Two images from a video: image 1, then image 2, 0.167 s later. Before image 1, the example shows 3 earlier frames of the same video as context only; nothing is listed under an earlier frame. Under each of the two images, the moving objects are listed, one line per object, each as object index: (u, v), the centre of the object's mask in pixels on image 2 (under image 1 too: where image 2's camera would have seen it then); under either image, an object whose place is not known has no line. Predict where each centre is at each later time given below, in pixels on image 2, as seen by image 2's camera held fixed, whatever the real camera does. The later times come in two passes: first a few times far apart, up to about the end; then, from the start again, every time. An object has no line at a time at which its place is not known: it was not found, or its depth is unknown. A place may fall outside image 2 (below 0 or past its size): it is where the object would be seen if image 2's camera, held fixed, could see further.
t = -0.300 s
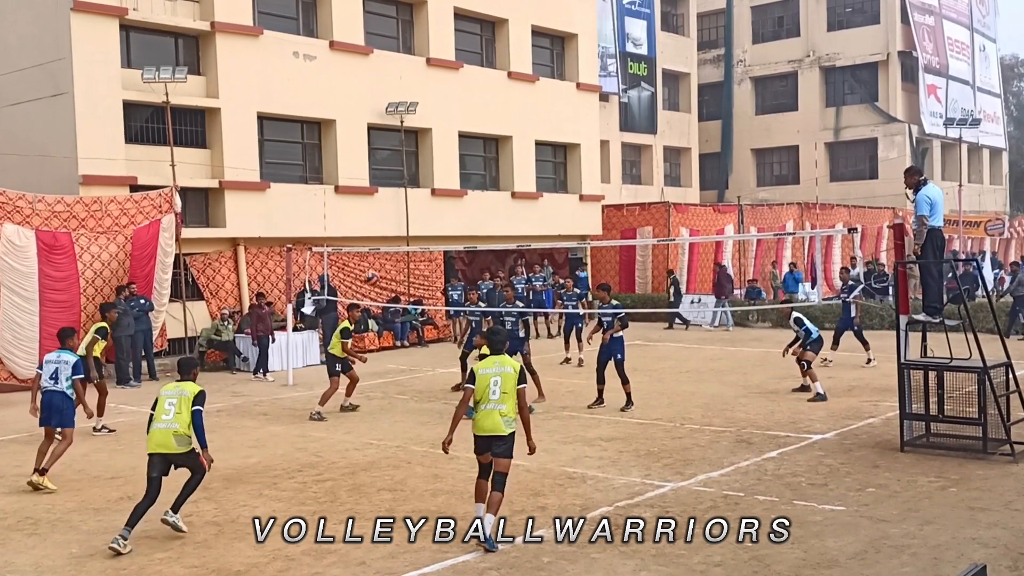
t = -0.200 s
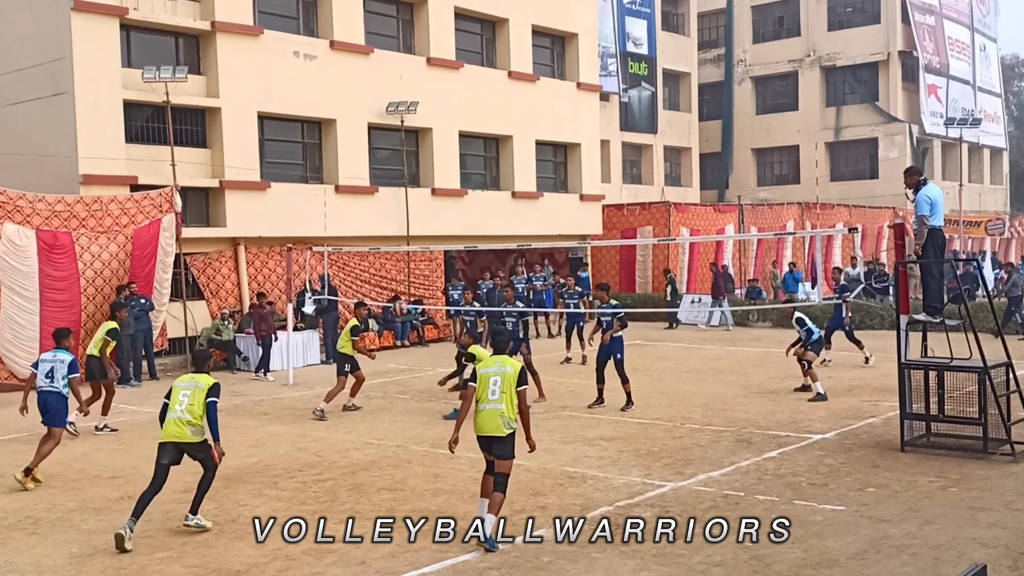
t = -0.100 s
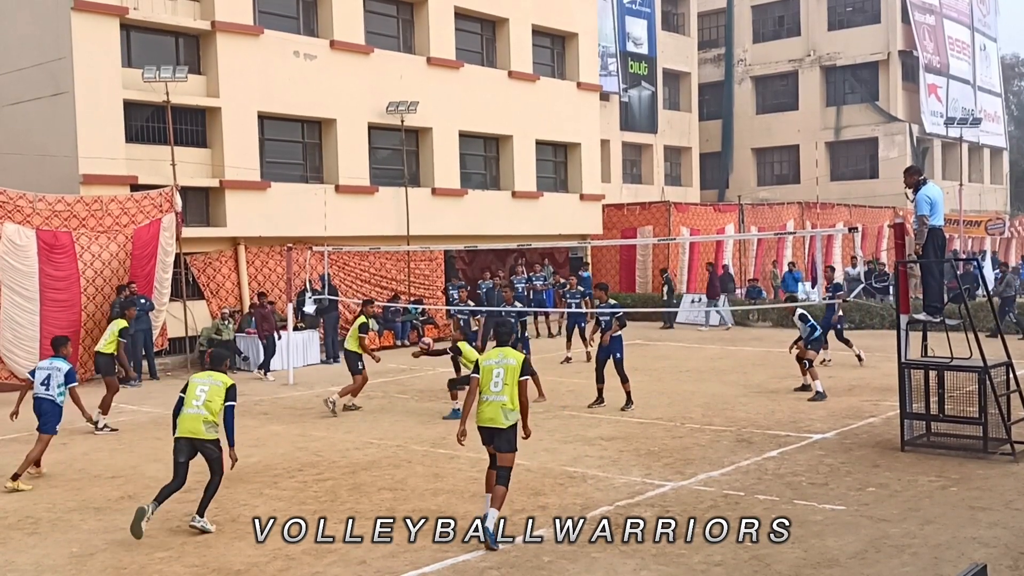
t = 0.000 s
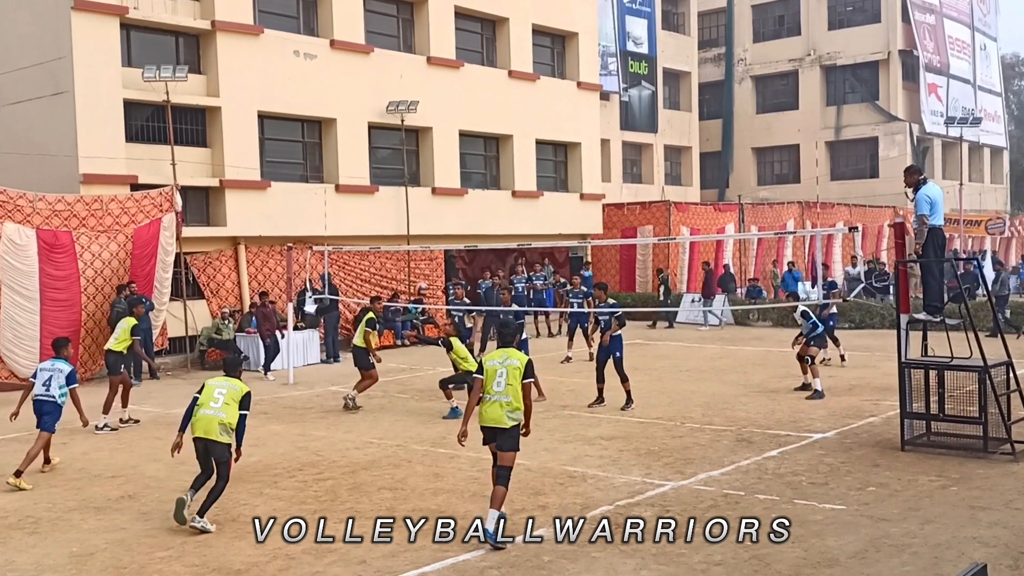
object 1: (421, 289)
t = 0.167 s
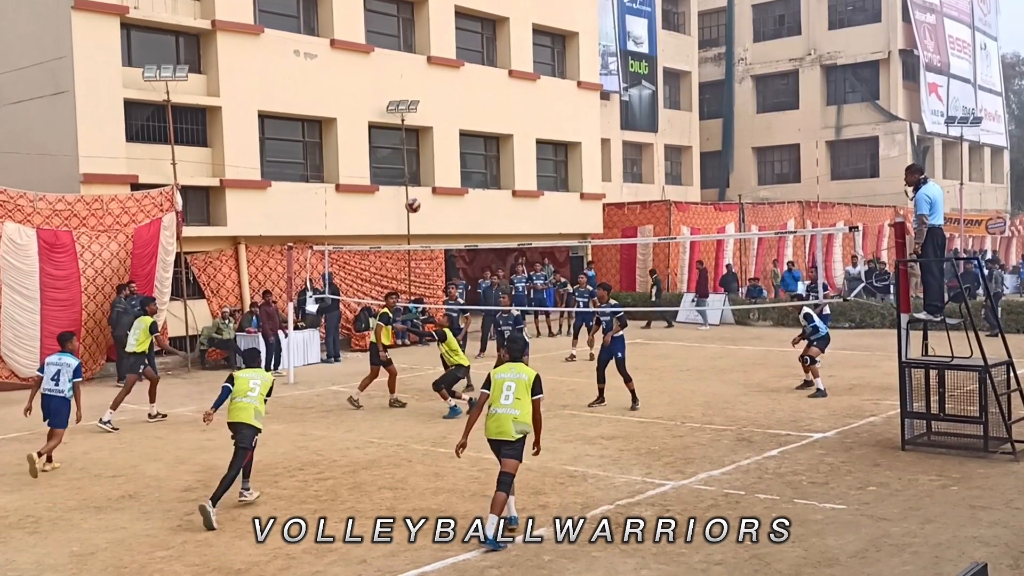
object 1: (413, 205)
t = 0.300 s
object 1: (408, 150)
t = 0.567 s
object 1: (401, 76)
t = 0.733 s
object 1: (399, 55)
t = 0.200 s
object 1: (411, 190)
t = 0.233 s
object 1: (411, 176)
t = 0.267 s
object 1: (409, 163)
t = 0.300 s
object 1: (408, 150)
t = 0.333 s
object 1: (407, 138)
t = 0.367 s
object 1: (406, 127)
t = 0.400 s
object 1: (405, 117)
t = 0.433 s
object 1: (404, 107)
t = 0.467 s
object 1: (403, 98)
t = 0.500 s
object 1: (402, 90)
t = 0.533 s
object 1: (402, 82)
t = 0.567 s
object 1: (401, 76)
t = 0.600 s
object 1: (401, 70)
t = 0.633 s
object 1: (400, 65)
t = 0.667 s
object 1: (400, 61)
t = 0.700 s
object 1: (400, 57)
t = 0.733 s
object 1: (399, 55)
